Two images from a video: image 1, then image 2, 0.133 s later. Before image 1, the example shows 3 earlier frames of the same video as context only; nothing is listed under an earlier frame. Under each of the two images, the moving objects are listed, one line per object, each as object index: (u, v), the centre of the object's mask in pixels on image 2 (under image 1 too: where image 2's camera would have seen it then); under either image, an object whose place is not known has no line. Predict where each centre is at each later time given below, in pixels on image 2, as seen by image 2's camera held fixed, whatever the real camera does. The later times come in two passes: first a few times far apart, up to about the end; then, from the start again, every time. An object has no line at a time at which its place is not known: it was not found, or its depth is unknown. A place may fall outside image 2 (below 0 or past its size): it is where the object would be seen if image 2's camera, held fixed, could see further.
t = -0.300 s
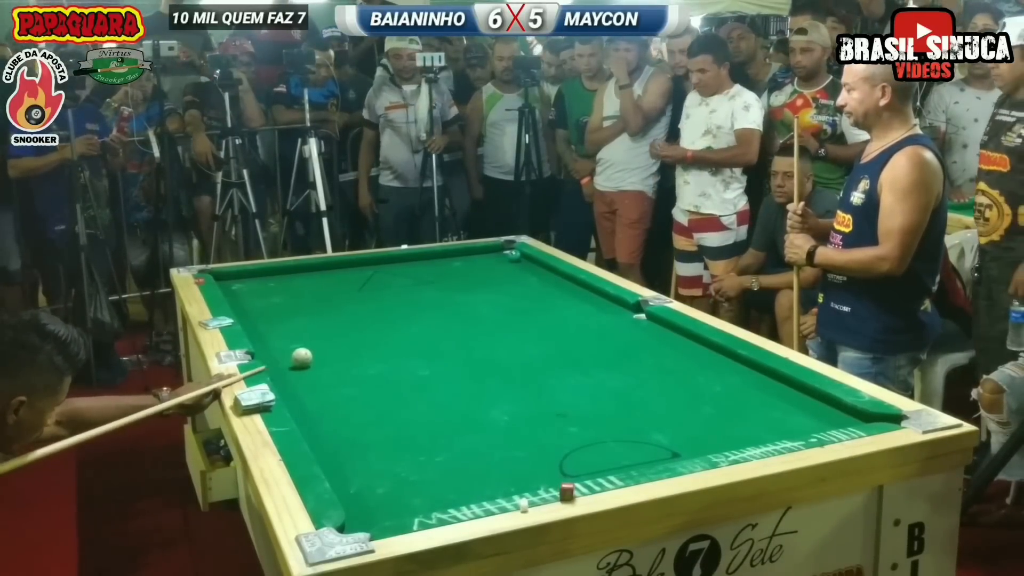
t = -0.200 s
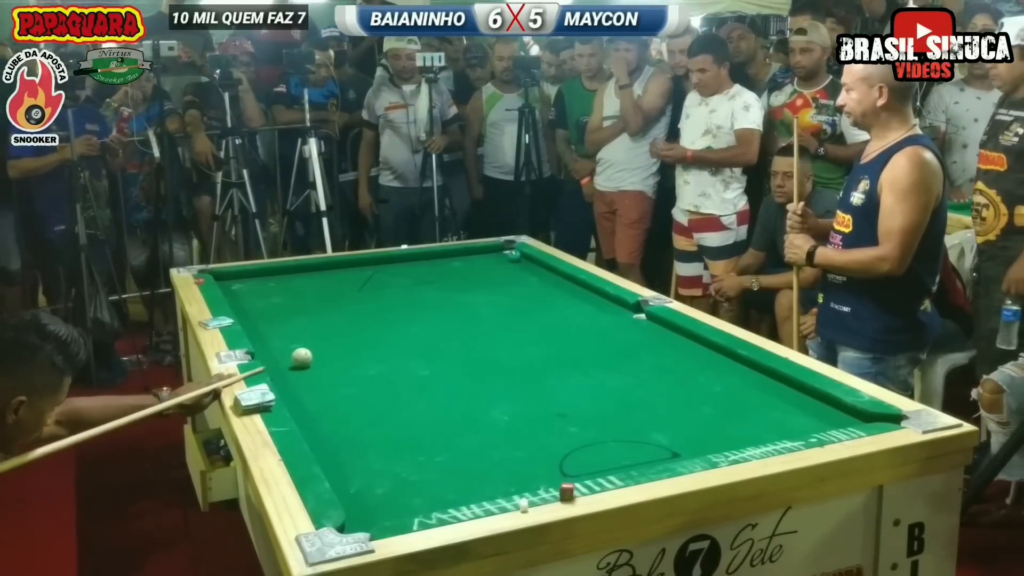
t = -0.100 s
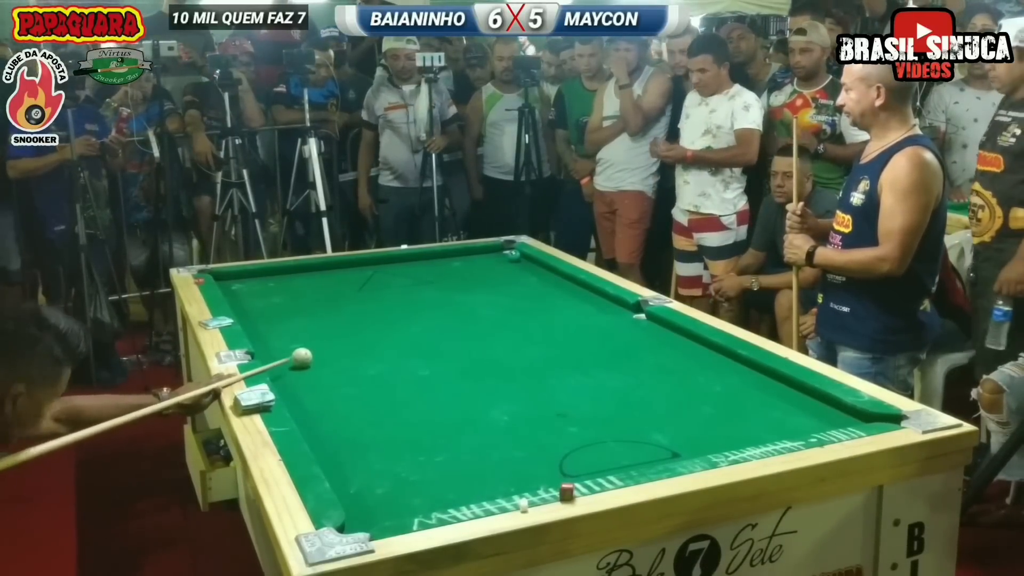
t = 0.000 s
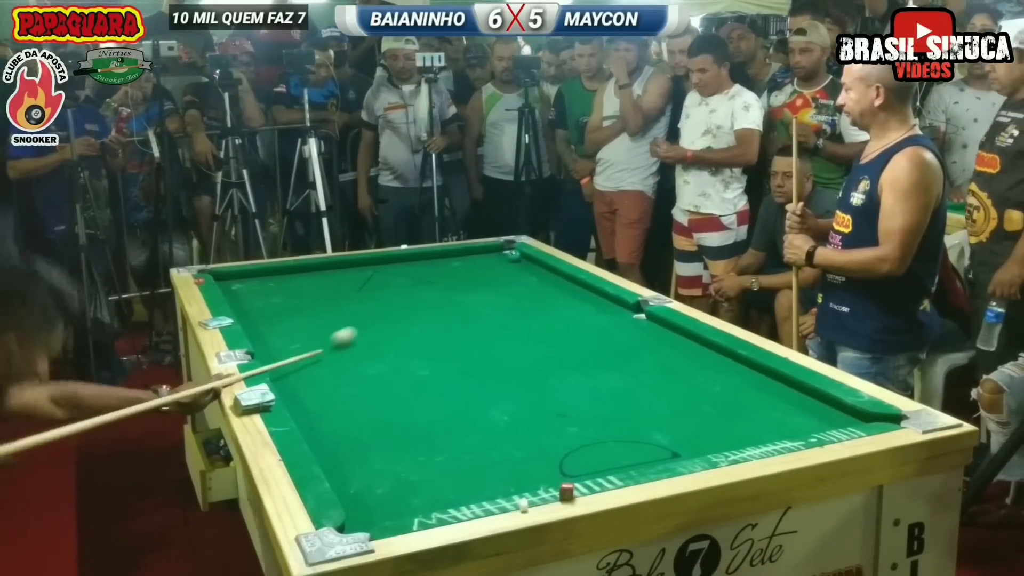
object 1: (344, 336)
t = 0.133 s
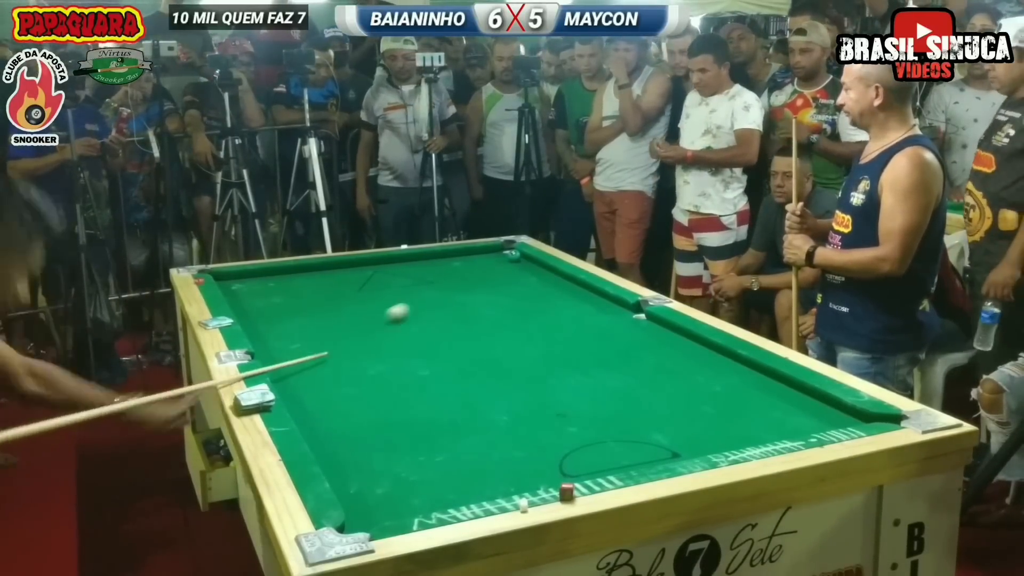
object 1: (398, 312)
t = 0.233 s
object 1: (432, 296)
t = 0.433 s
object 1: (490, 270)
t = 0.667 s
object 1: (499, 259)
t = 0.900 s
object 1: (448, 262)
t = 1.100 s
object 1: (405, 263)
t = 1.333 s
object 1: (357, 265)
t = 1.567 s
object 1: (310, 267)
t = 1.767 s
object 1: (279, 271)
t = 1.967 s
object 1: (249, 275)
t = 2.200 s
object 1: (223, 279)
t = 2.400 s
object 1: (241, 279)
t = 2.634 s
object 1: (262, 278)
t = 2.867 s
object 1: (281, 278)
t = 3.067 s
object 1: (295, 278)
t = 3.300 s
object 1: (311, 278)
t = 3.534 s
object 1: (324, 278)
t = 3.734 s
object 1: (335, 278)
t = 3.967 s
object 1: (346, 278)
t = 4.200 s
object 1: (355, 279)
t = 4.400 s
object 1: (361, 279)
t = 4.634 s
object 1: (367, 279)
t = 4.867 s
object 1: (372, 279)
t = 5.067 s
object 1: (375, 279)
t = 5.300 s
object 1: (377, 279)
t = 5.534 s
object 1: (378, 280)
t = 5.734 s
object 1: (377, 280)
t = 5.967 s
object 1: (377, 279)
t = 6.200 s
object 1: (377, 280)
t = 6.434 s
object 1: (377, 280)
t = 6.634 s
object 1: (377, 280)
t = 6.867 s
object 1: (377, 280)
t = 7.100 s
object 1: (377, 280)
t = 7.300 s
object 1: (377, 280)
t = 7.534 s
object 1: (377, 280)
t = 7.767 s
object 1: (377, 279)
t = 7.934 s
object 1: (377, 279)
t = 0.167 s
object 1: (409, 307)
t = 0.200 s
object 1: (421, 301)
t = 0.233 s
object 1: (432, 296)
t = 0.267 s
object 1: (443, 291)
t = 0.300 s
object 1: (453, 287)
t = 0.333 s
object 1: (463, 282)
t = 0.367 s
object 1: (472, 278)
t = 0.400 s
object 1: (481, 274)
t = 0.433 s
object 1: (490, 270)
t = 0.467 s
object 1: (498, 266)
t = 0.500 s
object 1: (507, 262)
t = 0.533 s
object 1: (515, 259)
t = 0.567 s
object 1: (521, 257)
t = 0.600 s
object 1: (516, 258)
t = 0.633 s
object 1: (508, 259)
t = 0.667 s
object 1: (499, 259)
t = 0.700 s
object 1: (491, 260)
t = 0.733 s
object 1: (484, 260)
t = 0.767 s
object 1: (477, 260)
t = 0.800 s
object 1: (469, 261)
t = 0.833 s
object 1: (462, 261)
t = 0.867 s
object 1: (455, 261)
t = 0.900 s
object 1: (448, 262)
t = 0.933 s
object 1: (441, 262)
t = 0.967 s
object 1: (433, 262)
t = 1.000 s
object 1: (426, 263)
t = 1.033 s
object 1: (419, 263)
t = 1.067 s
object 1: (412, 263)
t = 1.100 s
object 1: (405, 263)
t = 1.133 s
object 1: (398, 263)
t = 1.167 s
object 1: (391, 264)
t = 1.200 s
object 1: (384, 264)
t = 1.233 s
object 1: (377, 264)
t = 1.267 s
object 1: (371, 264)
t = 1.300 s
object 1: (364, 265)
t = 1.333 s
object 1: (357, 265)
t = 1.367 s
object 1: (350, 265)
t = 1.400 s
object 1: (343, 266)
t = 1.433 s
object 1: (337, 265)
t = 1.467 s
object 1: (330, 266)
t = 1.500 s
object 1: (323, 267)
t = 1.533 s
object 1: (317, 267)
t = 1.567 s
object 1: (310, 267)
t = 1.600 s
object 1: (304, 267)
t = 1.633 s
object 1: (299, 268)
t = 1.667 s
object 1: (294, 269)
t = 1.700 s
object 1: (289, 269)
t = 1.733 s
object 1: (284, 270)
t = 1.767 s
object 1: (279, 271)
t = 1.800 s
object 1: (274, 272)
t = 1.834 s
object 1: (268, 272)
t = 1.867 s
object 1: (264, 273)
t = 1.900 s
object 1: (259, 274)
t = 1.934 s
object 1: (254, 274)
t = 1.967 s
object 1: (249, 275)
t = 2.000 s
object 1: (244, 276)
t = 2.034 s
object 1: (240, 277)
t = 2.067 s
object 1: (235, 277)
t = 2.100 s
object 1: (230, 278)
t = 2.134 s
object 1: (226, 278)
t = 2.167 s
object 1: (222, 279)
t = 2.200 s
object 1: (223, 279)
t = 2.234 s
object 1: (226, 279)
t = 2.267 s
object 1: (229, 279)
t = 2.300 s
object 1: (232, 279)
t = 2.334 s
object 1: (235, 279)
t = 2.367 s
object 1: (238, 279)
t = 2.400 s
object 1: (241, 279)
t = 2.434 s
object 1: (244, 279)
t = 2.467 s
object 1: (247, 279)
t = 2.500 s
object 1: (250, 279)
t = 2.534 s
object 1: (253, 279)
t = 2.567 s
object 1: (256, 279)
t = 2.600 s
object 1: (259, 279)
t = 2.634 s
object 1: (262, 278)
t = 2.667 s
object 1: (265, 278)
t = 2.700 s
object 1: (267, 278)
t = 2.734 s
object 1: (270, 278)
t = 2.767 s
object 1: (272, 278)
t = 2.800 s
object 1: (276, 278)
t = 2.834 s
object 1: (278, 278)
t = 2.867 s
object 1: (281, 278)
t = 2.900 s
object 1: (283, 278)
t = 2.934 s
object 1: (286, 278)
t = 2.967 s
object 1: (288, 278)
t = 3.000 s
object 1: (290, 278)
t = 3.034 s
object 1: (293, 278)
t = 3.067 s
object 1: (295, 278)
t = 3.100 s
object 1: (297, 278)
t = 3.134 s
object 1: (300, 278)
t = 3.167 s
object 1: (302, 278)
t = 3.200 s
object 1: (304, 278)
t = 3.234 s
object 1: (306, 278)
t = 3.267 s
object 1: (309, 278)
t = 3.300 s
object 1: (311, 278)
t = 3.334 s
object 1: (313, 278)
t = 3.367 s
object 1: (315, 278)
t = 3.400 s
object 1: (317, 278)
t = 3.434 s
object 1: (319, 278)
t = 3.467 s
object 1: (321, 278)
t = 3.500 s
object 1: (323, 278)
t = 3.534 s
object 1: (324, 278)
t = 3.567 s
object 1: (326, 278)
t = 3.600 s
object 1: (328, 278)
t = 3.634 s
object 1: (330, 278)
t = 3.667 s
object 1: (332, 278)
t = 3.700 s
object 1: (334, 278)
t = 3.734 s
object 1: (335, 278)
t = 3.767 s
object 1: (337, 278)
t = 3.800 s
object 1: (338, 278)
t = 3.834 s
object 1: (340, 278)
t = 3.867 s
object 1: (341, 278)
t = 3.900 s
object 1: (343, 278)
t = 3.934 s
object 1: (345, 278)
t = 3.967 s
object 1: (346, 278)
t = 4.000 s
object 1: (347, 278)
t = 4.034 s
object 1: (349, 278)
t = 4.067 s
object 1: (350, 278)
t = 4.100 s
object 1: (351, 278)
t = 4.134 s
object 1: (353, 278)
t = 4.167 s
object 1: (354, 278)
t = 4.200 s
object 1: (355, 279)
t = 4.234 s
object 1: (356, 278)
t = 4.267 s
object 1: (357, 279)
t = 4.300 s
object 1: (358, 278)
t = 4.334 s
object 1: (359, 279)
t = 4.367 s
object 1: (360, 279)
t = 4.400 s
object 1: (361, 279)
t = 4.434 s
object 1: (362, 279)
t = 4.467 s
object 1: (363, 279)
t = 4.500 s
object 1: (364, 279)
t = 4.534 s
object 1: (365, 279)
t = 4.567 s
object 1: (366, 279)
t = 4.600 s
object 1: (367, 279)
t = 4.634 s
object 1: (367, 279)
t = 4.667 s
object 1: (368, 279)
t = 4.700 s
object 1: (369, 279)
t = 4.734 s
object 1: (370, 279)
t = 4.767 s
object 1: (370, 279)
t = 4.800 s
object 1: (371, 279)
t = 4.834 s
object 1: (372, 279)
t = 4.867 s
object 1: (372, 279)
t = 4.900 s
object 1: (373, 279)
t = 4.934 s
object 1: (373, 279)
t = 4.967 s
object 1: (374, 279)
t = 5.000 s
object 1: (374, 279)
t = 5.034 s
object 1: (375, 279)
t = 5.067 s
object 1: (375, 279)
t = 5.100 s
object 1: (375, 279)
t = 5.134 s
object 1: (376, 279)
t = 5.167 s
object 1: (376, 279)
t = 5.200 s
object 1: (376, 279)
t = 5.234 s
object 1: (377, 279)
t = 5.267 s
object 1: (377, 280)
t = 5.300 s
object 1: (377, 279)
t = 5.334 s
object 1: (377, 280)
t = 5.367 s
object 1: (377, 279)
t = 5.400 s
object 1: (377, 279)
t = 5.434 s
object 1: (377, 280)
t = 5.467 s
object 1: (377, 280)
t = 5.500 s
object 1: (378, 280)
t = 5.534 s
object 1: (378, 280)
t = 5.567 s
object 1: (378, 280)
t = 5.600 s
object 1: (378, 280)
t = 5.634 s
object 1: (378, 280)
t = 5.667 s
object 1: (377, 280)
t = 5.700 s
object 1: (377, 280)
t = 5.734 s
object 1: (377, 280)
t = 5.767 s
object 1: (377, 280)
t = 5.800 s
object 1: (377, 280)
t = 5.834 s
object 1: (377, 279)
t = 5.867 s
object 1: (377, 280)
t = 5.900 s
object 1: (377, 279)
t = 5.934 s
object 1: (377, 280)
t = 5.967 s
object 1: (377, 279)
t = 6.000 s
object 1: (377, 280)
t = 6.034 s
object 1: (377, 280)
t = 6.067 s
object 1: (377, 280)
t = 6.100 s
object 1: (377, 280)
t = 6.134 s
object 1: (377, 280)
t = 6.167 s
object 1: (377, 280)
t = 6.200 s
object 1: (377, 280)
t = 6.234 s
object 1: (377, 280)
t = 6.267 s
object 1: (377, 280)
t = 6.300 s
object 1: (377, 280)
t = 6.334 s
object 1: (377, 280)
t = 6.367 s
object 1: (377, 280)
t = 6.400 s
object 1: (377, 280)
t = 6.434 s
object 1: (377, 280)
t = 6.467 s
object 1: (377, 280)
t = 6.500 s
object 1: (377, 280)
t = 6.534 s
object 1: (377, 280)
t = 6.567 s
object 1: (377, 280)
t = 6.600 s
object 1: (377, 280)
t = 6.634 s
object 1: (377, 280)
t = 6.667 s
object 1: (377, 280)
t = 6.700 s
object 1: (377, 280)
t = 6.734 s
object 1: (377, 280)
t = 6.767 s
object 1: (377, 280)
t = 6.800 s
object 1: (377, 279)
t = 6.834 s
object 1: (377, 279)
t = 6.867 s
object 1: (377, 280)
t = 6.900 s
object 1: (377, 280)
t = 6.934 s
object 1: (377, 280)
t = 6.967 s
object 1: (377, 280)
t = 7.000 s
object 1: (377, 280)
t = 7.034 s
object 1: (377, 280)
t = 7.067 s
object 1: (377, 280)
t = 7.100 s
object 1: (377, 280)
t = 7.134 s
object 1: (377, 280)
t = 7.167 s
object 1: (377, 280)
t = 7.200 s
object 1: (377, 280)
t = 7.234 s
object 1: (377, 280)
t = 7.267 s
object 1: (377, 280)
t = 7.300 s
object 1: (377, 280)
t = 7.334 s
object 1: (377, 280)
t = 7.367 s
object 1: (377, 280)
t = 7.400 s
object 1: (377, 280)
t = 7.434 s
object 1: (377, 280)
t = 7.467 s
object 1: (377, 280)
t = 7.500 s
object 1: (377, 280)
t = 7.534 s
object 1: (377, 280)
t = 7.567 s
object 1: (377, 280)
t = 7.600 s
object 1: (377, 280)
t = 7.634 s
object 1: (377, 280)
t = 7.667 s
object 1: (377, 279)
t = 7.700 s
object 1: (377, 279)
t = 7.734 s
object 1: (377, 279)
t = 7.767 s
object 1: (377, 279)
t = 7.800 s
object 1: (377, 279)
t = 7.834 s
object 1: (377, 279)
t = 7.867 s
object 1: (377, 279)
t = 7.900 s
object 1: (377, 279)
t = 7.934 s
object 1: (377, 279)
